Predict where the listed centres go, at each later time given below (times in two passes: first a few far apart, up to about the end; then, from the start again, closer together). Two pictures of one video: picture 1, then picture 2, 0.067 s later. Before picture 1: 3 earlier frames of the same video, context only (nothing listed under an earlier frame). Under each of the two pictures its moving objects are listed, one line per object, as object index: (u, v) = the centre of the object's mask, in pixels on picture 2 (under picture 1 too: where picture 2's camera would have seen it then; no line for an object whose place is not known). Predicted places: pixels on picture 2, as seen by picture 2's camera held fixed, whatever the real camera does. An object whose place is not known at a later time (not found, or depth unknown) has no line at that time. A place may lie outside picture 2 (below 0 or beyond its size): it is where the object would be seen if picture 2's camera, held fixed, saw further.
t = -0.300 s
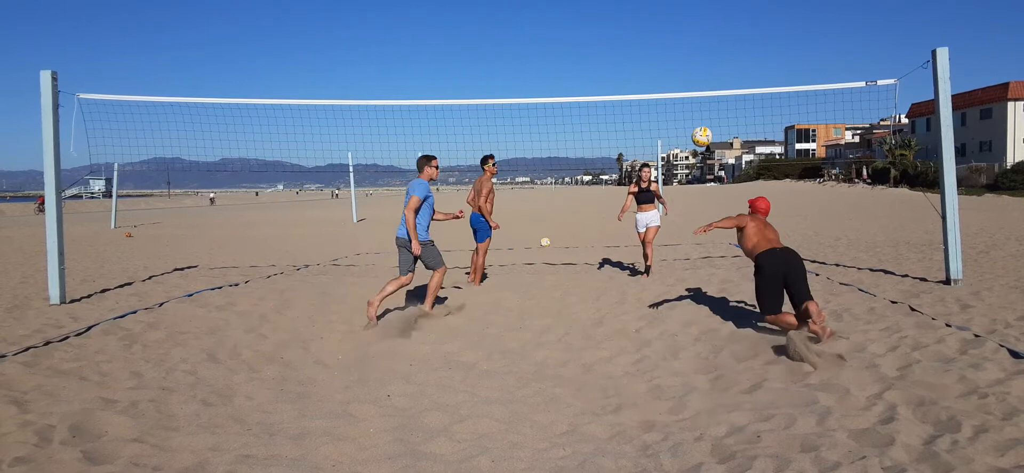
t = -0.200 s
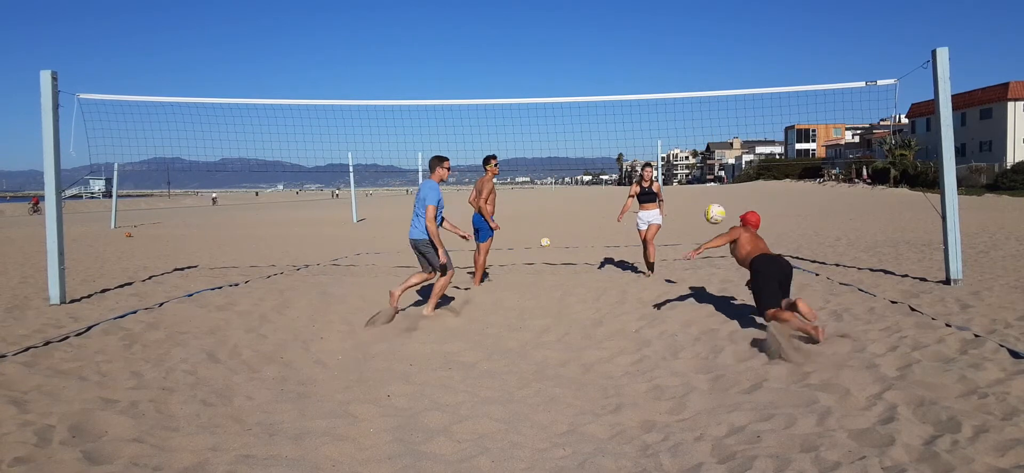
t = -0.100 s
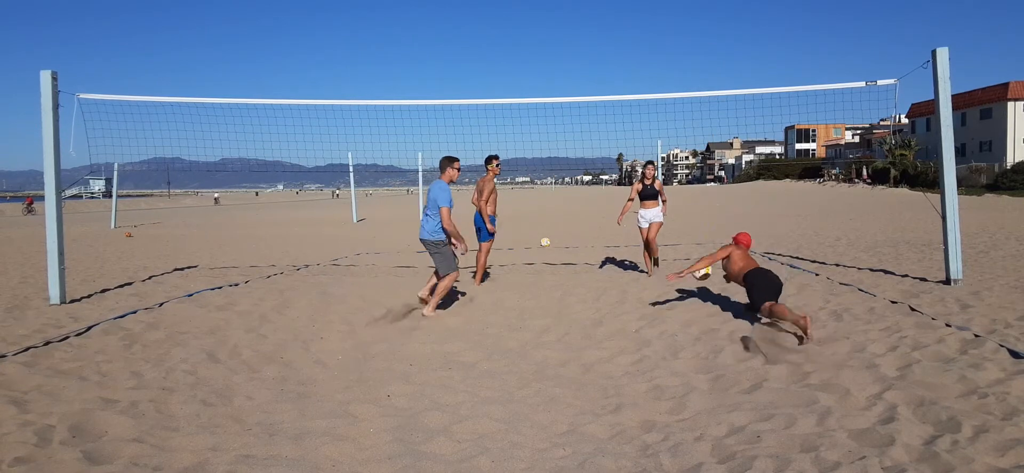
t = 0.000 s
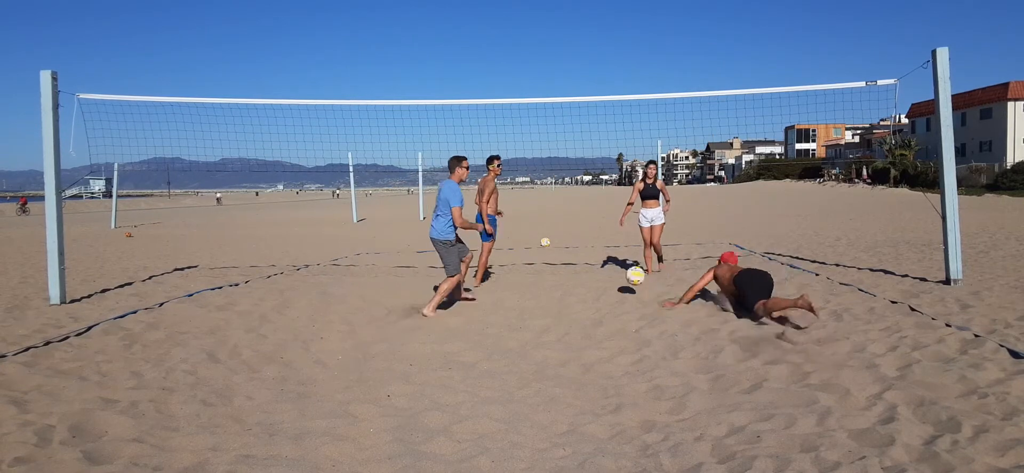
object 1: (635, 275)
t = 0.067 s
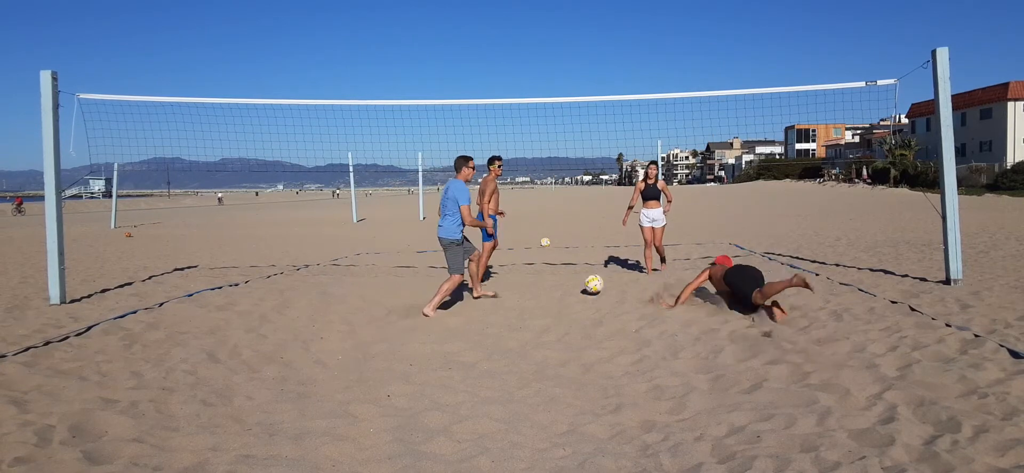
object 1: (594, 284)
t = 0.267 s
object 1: (513, 270)
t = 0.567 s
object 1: (410, 280)
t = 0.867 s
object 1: (333, 274)
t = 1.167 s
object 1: (271, 272)
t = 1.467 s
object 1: (223, 273)
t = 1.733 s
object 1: (190, 277)
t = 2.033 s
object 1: (158, 276)
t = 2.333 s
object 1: (135, 275)
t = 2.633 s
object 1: (113, 276)
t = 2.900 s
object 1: (96, 277)
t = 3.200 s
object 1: (80, 276)
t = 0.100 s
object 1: (576, 285)
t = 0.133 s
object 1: (563, 280)
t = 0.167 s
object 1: (550, 276)
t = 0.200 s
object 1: (537, 273)
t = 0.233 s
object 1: (525, 271)
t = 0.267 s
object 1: (513, 270)
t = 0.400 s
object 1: (462, 273)
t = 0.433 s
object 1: (453, 278)
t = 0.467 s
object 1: (441, 280)
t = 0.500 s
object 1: (431, 280)
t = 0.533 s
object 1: (421, 280)
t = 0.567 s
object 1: (410, 280)
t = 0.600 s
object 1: (400, 282)
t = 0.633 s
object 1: (390, 281)
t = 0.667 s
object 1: (381, 279)
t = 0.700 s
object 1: (372, 276)
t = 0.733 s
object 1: (364, 274)
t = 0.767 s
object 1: (356, 273)
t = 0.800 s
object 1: (348, 272)
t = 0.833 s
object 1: (341, 273)
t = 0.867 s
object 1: (333, 274)
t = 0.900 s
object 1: (325, 276)
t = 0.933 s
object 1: (318, 279)
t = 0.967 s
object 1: (311, 278)
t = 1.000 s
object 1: (303, 276)
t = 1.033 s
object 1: (296, 276)
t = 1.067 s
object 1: (289, 276)
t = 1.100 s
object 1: (283, 277)
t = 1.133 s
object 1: (277, 274)
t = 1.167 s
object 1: (271, 272)
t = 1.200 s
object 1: (265, 271)
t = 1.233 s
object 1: (259, 270)
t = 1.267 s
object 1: (254, 270)
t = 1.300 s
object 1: (249, 270)
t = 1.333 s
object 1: (243, 273)
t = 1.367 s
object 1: (238, 275)
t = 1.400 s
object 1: (232, 277)
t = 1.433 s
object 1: (227, 275)
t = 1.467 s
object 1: (223, 273)
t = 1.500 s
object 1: (219, 272)
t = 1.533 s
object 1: (215, 272)
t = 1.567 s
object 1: (211, 273)
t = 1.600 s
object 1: (206, 274)
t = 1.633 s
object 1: (202, 276)
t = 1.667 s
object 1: (198, 276)
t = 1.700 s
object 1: (194, 277)
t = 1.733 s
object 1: (190, 277)
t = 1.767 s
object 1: (186, 278)
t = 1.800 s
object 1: (182, 277)
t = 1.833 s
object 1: (178, 276)
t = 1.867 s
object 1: (175, 276)
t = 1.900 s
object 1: (171, 276)
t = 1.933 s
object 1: (168, 277)
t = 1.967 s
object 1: (164, 276)
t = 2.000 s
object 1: (161, 276)
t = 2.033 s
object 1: (158, 276)
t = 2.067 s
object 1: (155, 275)
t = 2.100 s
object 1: (152, 275)
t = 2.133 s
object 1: (149, 274)
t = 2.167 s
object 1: (146, 274)
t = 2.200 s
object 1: (144, 275)
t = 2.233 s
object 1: (142, 276)
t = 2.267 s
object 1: (139, 276)
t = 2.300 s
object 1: (137, 276)
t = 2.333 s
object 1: (135, 275)
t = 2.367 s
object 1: (133, 274)
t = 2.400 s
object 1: (130, 275)
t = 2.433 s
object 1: (128, 276)
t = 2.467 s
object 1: (125, 276)
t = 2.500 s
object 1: (123, 276)
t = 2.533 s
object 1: (120, 276)
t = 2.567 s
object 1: (117, 277)
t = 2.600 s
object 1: (115, 276)
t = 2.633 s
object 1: (113, 276)
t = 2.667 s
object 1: (110, 276)
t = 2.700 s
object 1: (109, 276)
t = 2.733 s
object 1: (106, 276)
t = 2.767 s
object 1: (104, 276)
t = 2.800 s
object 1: (102, 276)
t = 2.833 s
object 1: (100, 276)
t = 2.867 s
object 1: (98, 277)
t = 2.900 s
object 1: (96, 277)
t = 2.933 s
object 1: (93, 277)
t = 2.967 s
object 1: (92, 277)
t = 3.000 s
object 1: (90, 277)
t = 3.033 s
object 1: (88, 277)
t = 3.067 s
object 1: (86, 277)
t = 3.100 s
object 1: (84, 277)
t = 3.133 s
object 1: (82, 277)
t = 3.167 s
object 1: (81, 277)
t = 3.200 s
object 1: (80, 276)
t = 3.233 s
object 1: (79, 276)
